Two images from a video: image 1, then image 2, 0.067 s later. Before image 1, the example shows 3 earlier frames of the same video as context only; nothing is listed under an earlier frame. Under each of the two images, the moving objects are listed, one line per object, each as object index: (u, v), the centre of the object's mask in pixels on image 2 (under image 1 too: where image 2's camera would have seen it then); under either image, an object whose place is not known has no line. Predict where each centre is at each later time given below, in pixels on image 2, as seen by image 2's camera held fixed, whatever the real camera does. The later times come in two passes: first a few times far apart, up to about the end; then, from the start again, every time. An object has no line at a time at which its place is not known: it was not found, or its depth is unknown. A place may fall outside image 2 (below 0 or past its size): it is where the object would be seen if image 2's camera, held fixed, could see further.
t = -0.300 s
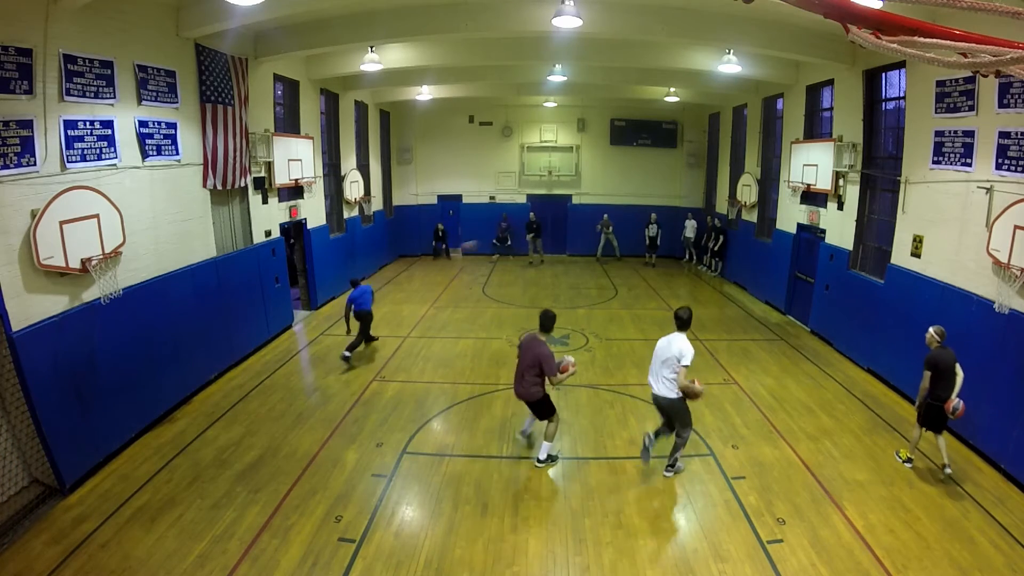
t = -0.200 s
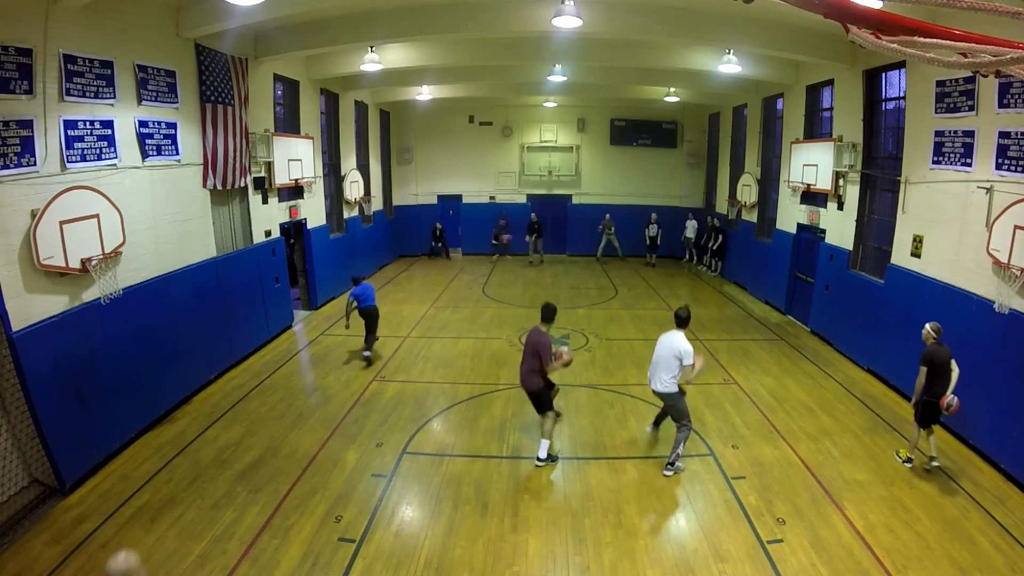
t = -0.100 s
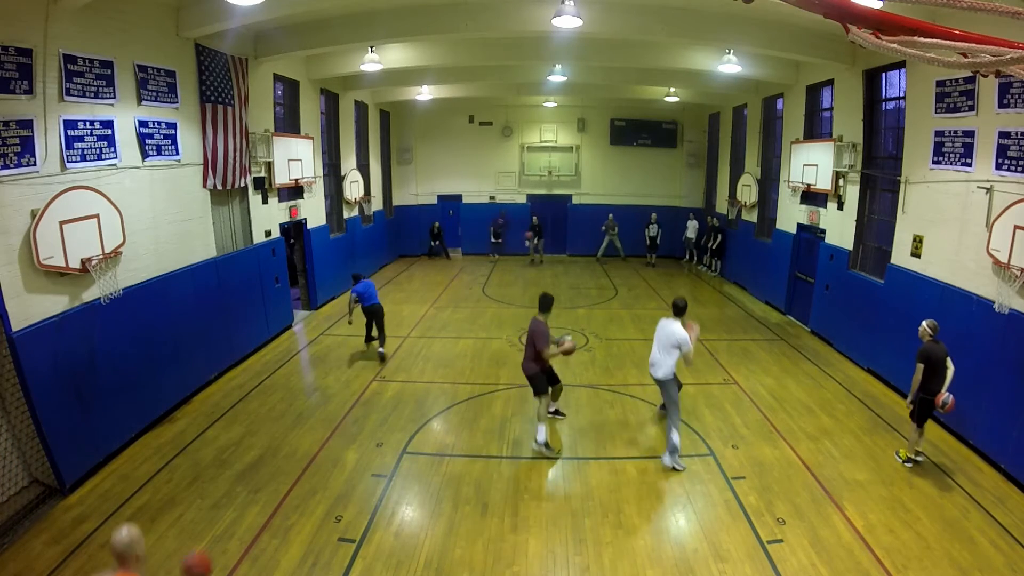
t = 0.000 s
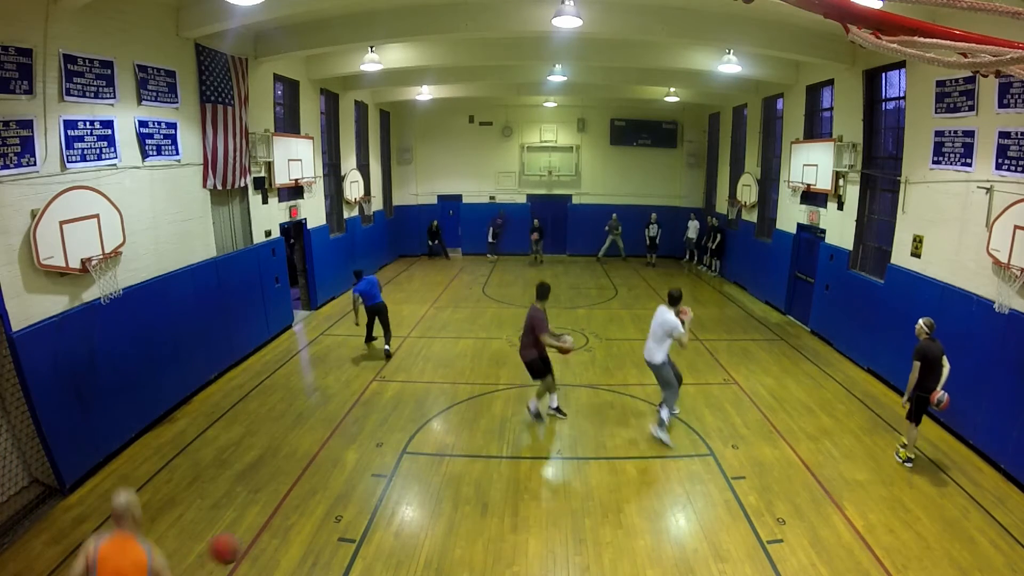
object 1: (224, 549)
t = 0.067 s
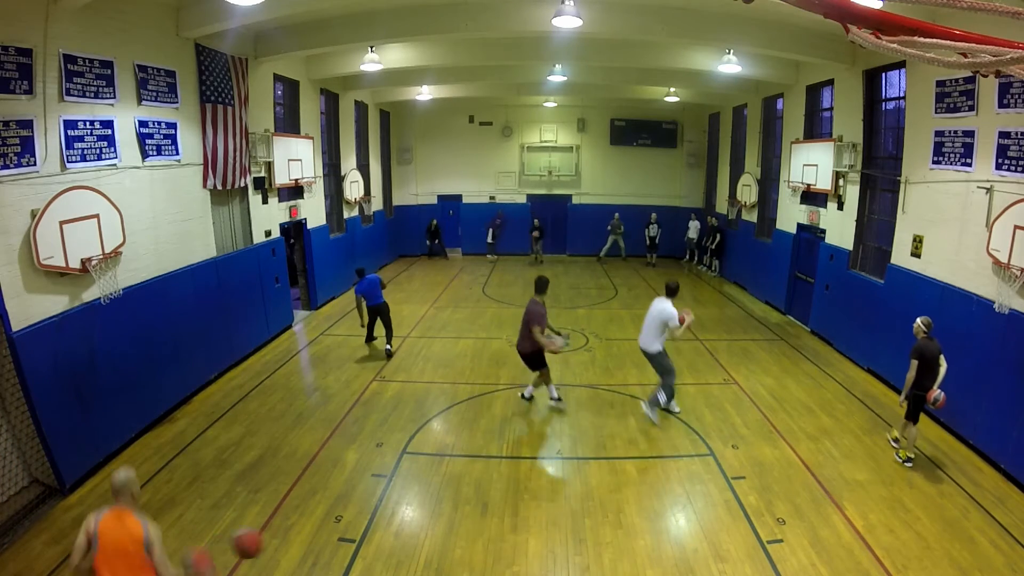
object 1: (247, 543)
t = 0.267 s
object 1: (317, 551)
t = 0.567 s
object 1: (391, 509)
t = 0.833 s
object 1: (450, 490)
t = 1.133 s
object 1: (505, 471)
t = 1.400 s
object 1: (543, 451)
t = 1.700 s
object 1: (580, 434)
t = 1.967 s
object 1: (608, 433)
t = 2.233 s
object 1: (632, 408)
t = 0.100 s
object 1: (257, 541)
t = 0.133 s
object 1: (270, 541)
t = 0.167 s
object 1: (281, 542)
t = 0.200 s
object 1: (293, 543)
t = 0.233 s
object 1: (306, 546)
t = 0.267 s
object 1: (317, 551)
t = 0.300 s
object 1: (328, 555)
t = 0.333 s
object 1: (340, 561)
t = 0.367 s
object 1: (352, 565)
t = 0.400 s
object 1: (357, 559)
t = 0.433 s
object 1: (364, 545)
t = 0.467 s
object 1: (370, 534)
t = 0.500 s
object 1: (377, 525)
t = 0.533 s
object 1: (383, 517)
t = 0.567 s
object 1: (391, 509)
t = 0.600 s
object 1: (398, 504)
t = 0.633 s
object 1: (405, 500)
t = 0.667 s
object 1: (413, 495)
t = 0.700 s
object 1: (421, 492)
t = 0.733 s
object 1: (428, 490)
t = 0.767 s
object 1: (436, 490)
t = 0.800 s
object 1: (442, 490)
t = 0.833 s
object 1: (450, 490)
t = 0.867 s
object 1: (457, 492)
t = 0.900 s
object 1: (464, 496)
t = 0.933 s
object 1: (473, 499)
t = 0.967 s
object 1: (479, 506)
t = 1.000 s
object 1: (484, 506)
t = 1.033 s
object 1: (489, 498)
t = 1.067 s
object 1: (493, 492)
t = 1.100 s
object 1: (500, 478)
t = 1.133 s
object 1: (505, 471)
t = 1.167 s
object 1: (509, 465)
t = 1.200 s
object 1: (515, 460)
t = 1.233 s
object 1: (519, 456)
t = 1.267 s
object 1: (524, 453)
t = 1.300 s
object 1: (529, 451)
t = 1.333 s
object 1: (534, 450)
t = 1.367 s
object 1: (538, 451)
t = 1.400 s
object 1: (543, 451)
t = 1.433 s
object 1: (547, 453)
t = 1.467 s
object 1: (551, 455)
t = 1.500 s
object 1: (555, 459)
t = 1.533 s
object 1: (559, 463)
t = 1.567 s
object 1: (563, 458)
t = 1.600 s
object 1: (567, 450)
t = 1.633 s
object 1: (572, 444)
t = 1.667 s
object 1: (576, 438)
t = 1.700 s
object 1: (580, 434)
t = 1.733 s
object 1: (584, 431)
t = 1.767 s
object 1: (588, 429)
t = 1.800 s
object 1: (592, 427)
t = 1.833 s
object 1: (595, 427)
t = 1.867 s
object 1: (598, 427)
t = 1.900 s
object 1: (602, 427)
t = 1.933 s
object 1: (605, 429)
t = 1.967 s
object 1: (608, 433)
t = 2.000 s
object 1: (611, 434)
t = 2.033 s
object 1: (614, 430)
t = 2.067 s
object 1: (618, 422)
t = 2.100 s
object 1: (621, 418)
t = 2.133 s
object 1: (624, 414)
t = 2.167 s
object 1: (627, 412)
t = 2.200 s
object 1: (630, 410)
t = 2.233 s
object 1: (632, 408)
